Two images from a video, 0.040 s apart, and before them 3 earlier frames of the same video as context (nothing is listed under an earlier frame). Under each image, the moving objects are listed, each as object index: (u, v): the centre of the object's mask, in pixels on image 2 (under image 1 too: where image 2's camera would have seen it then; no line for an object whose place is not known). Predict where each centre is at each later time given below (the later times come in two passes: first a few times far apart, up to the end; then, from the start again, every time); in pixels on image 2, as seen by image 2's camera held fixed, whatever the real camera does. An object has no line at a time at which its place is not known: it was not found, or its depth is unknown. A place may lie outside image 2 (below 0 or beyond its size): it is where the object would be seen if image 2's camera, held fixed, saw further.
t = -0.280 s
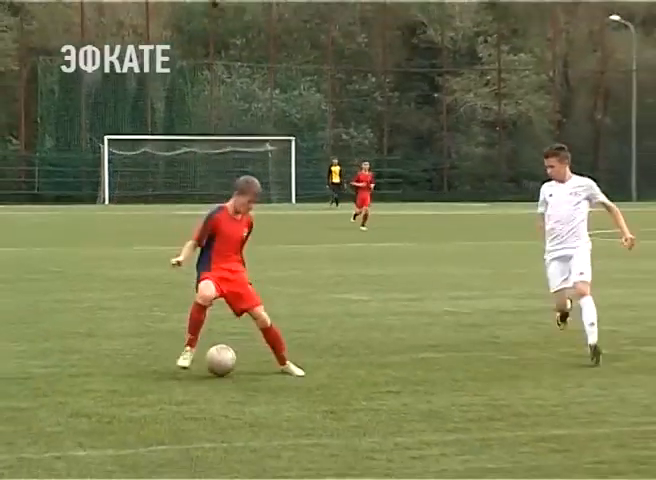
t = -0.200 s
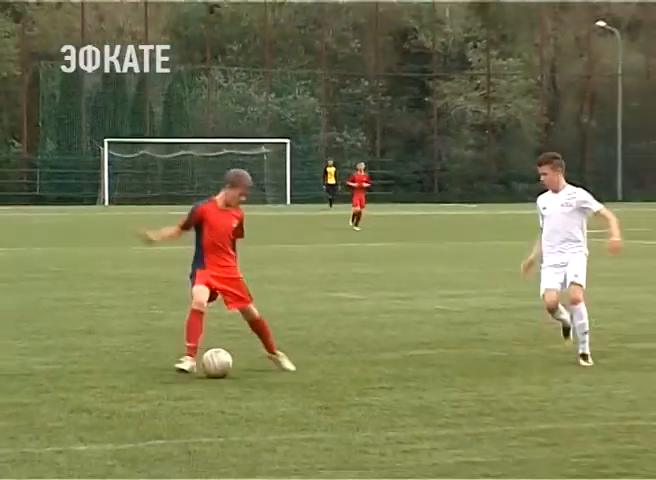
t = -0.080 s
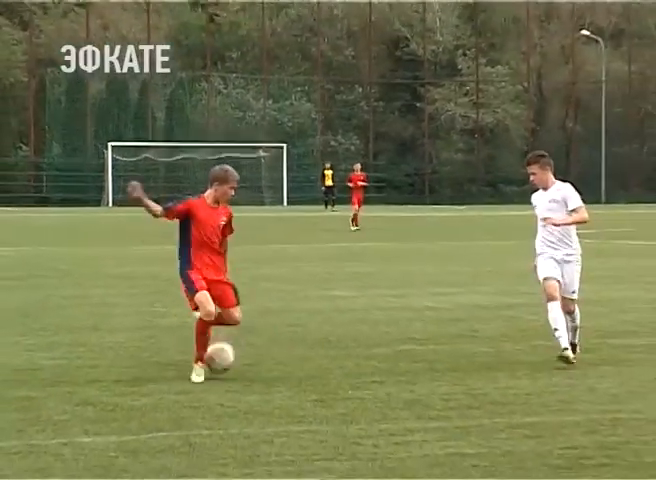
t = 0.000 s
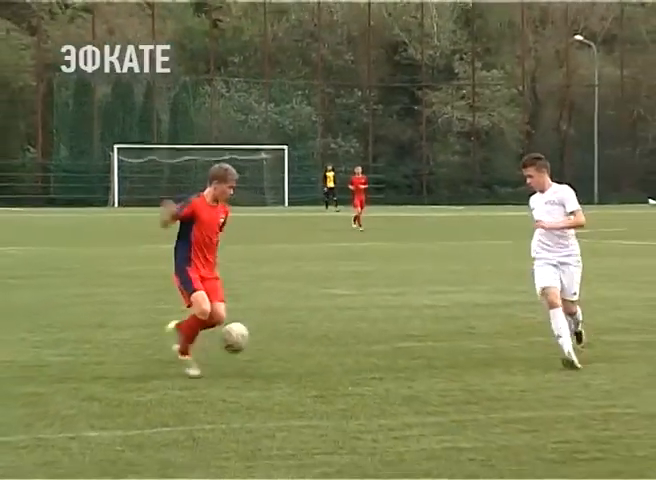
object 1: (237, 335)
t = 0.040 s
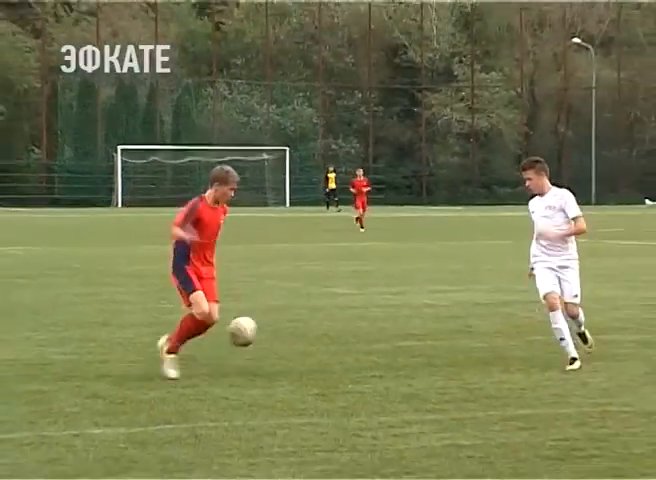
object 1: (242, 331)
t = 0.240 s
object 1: (273, 338)
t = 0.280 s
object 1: (280, 346)
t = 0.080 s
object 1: (249, 328)
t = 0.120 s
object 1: (254, 328)
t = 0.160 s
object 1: (261, 329)
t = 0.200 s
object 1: (267, 332)
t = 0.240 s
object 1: (273, 338)
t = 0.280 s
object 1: (280, 346)
